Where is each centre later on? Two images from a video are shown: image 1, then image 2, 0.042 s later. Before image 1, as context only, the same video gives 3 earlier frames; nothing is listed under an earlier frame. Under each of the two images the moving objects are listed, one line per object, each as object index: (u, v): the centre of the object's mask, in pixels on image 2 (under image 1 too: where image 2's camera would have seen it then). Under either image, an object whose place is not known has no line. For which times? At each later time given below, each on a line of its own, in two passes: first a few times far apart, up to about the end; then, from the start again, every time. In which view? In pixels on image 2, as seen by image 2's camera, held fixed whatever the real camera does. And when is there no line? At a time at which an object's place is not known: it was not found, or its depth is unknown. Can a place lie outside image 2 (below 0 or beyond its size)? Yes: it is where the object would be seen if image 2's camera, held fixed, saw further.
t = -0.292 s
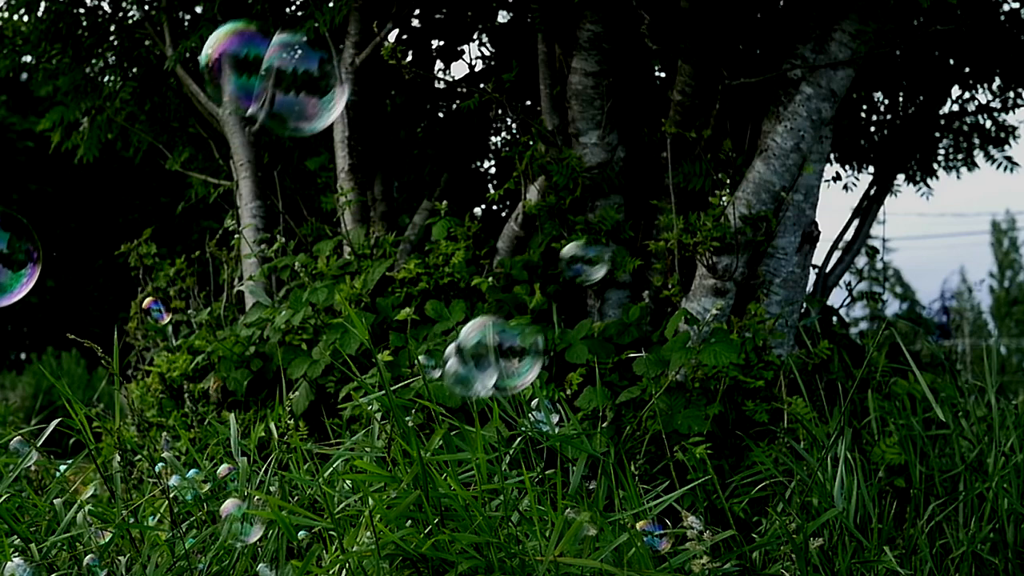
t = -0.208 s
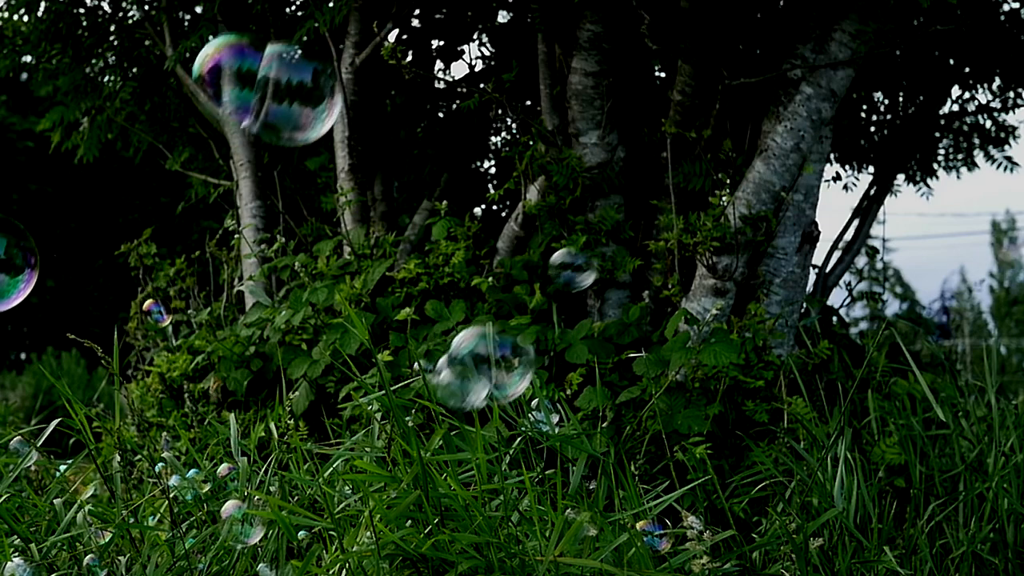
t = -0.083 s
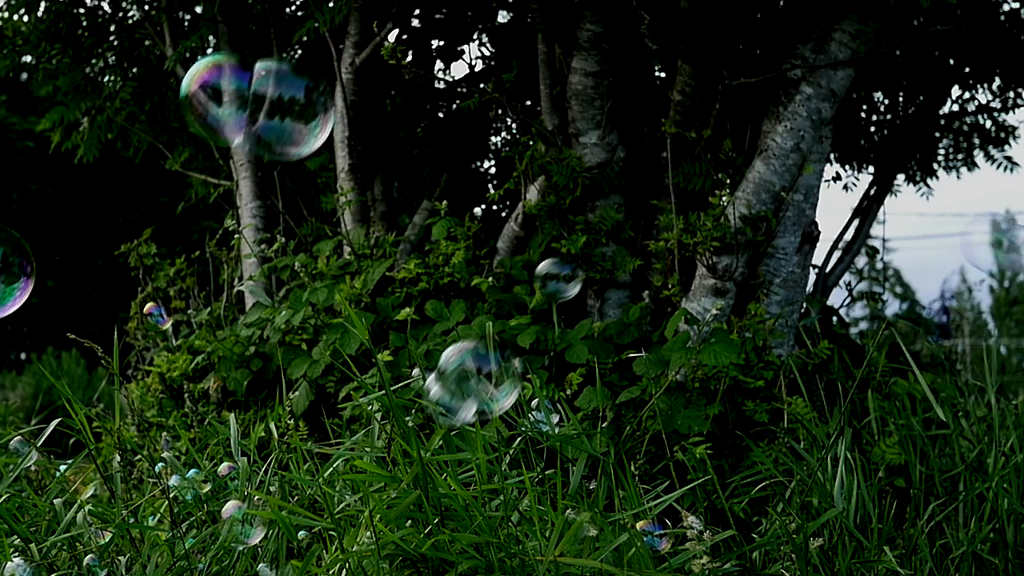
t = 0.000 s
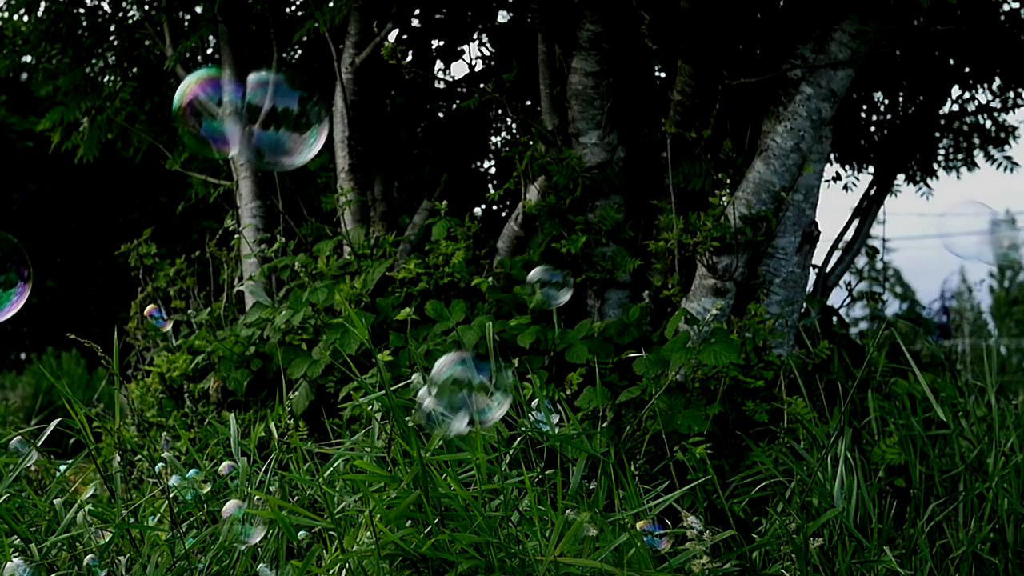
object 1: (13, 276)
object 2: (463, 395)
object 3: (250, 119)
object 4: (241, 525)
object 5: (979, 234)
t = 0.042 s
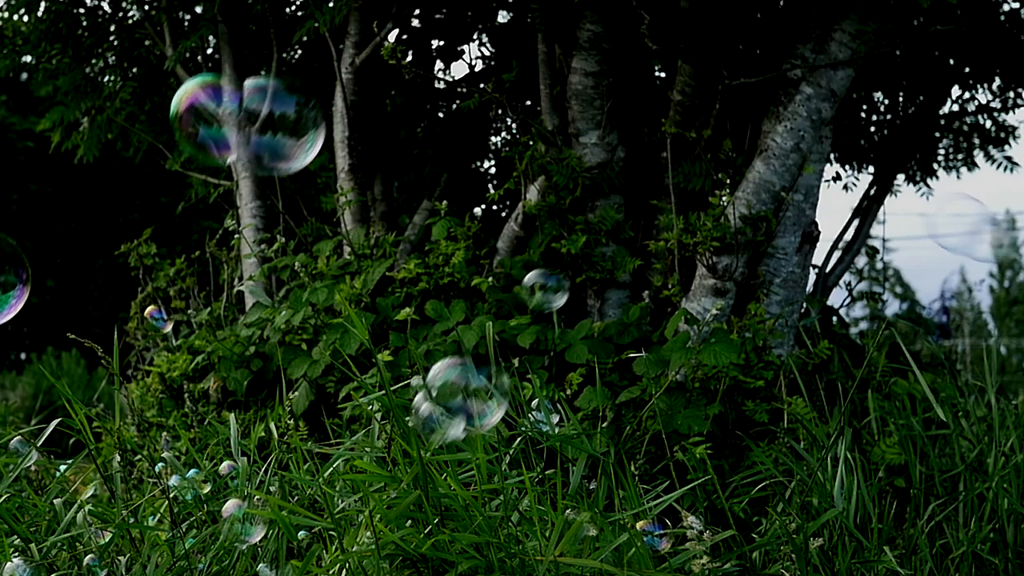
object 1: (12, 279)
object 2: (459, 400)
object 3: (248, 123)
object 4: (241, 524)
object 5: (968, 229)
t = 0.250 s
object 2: (442, 425)
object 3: (230, 152)
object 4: (241, 519)
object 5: (904, 178)
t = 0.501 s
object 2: (418, 457)
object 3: (212, 187)
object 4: (245, 510)
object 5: (846, 155)
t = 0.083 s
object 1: (12, 282)
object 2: (455, 405)
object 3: (245, 129)
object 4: (241, 524)
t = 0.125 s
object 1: (11, 284)
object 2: (451, 410)
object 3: (244, 131)
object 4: (241, 523)
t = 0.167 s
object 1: (11, 287)
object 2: (448, 415)
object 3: (241, 140)
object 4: (241, 522)
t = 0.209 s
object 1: (10, 290)
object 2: (445, 420)
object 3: (230, 146)
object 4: (241, 520)
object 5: (919, 179)
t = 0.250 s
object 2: (442, 425)
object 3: (230, 152)
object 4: (241, 519)
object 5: (904, 178)
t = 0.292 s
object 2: (438, 430)
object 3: (227, 160)
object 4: (241, 517)
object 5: (898, 176)
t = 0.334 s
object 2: (433, 437)
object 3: (224, 166)
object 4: (242, 517)
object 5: (890, 170)
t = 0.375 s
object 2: (428, 443)
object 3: (225, 169)
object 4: (244, 513)
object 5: (880, 166)
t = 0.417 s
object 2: (425, 447)
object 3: (222, 175)
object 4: (244, 513)
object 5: (870, 164)
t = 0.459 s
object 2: (422, 452)
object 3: (214, 184)
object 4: (245, 511)
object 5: (864, 162)
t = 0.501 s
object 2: (418, 457)
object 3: (212, 187)
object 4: (245, 510)
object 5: (846, 155)
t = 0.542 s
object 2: (414, 461)
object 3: (214, 192)
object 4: (245, 510)
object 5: (831, 155)
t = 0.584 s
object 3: (210, 199)
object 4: (245, 509)
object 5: (817, 163)
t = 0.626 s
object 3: (207, 204)
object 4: (245, 508)
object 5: (808, 163)
